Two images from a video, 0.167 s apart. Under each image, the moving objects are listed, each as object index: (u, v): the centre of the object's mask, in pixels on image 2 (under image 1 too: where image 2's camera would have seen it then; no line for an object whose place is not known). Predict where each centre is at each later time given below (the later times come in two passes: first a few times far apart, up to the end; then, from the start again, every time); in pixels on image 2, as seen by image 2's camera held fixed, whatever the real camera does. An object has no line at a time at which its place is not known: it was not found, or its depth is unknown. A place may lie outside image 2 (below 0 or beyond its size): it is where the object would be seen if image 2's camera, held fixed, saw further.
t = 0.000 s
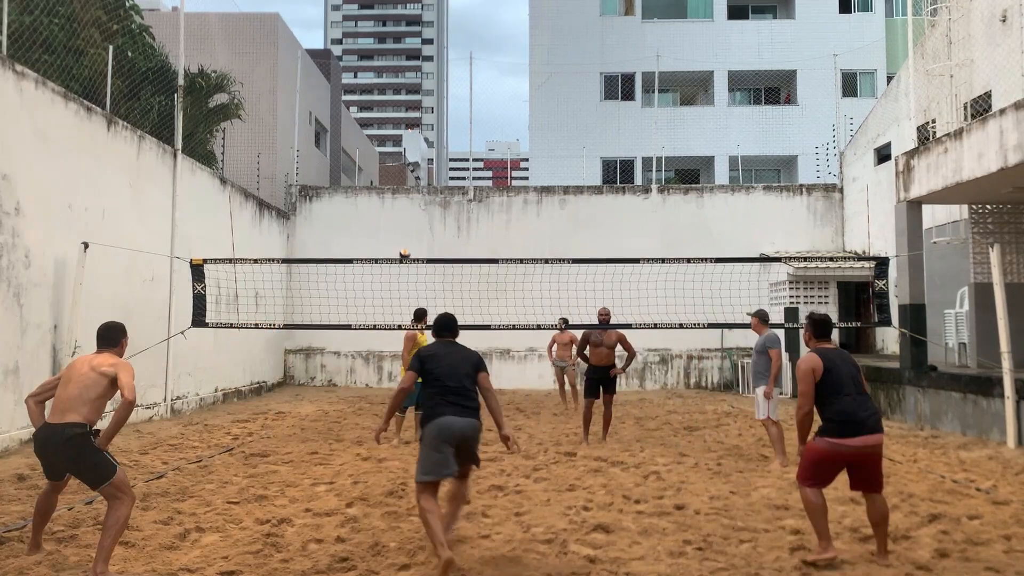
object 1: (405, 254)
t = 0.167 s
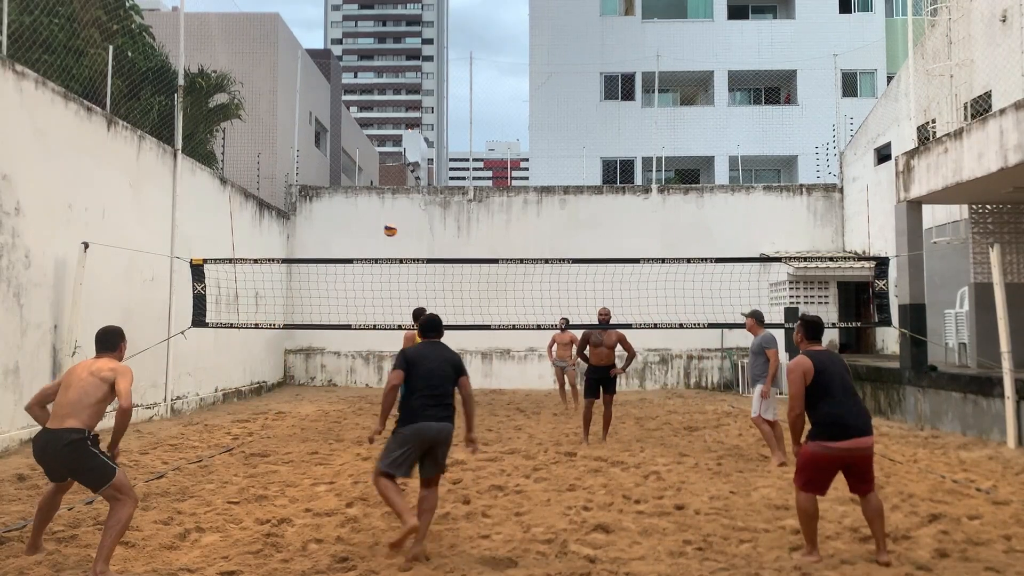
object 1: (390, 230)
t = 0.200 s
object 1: (387, 226)
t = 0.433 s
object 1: (363, 215)
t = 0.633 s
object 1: (340, 243)
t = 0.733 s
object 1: (326, 277)
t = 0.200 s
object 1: (387, 226)
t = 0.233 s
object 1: (384, 223)
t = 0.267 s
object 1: (380, 220)
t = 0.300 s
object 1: (377, 217)
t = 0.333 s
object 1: (373, 215)
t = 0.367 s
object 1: (370, 214)
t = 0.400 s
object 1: (367, 214)
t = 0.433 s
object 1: (363, 215)
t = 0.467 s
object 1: (360, 216)
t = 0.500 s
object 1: (356, 219)
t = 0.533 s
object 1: (352, 223)
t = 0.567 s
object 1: (348, 228)
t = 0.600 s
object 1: (344, 234)
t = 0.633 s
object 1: (340, 243)
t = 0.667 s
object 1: (335, 253)
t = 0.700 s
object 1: (331, 264)
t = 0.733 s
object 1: (326, 277)
